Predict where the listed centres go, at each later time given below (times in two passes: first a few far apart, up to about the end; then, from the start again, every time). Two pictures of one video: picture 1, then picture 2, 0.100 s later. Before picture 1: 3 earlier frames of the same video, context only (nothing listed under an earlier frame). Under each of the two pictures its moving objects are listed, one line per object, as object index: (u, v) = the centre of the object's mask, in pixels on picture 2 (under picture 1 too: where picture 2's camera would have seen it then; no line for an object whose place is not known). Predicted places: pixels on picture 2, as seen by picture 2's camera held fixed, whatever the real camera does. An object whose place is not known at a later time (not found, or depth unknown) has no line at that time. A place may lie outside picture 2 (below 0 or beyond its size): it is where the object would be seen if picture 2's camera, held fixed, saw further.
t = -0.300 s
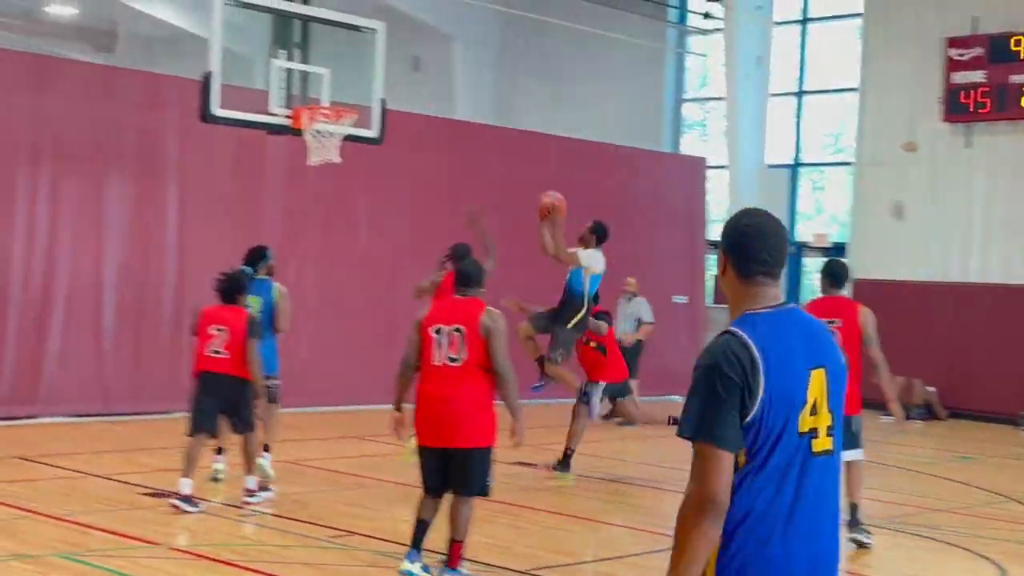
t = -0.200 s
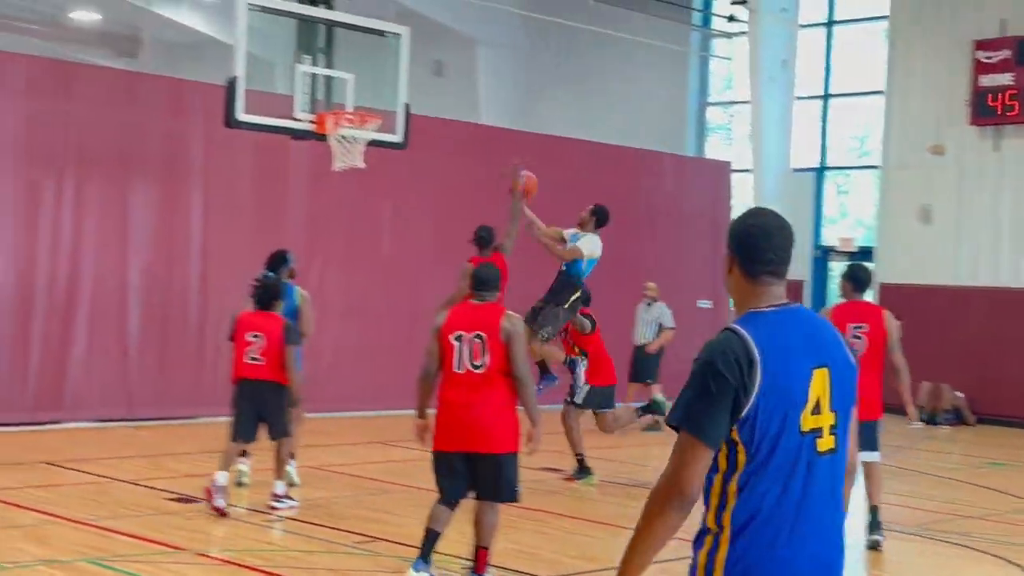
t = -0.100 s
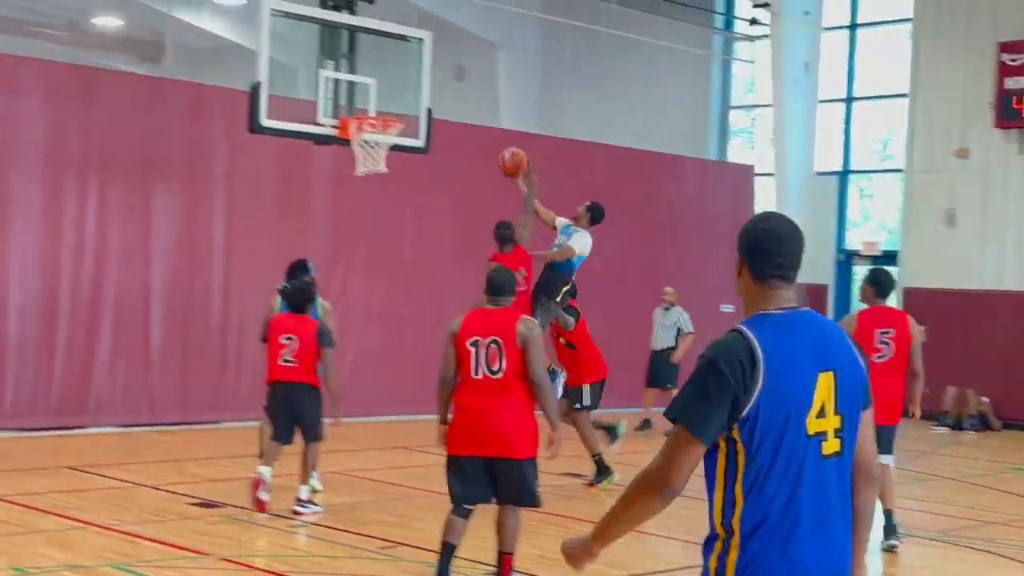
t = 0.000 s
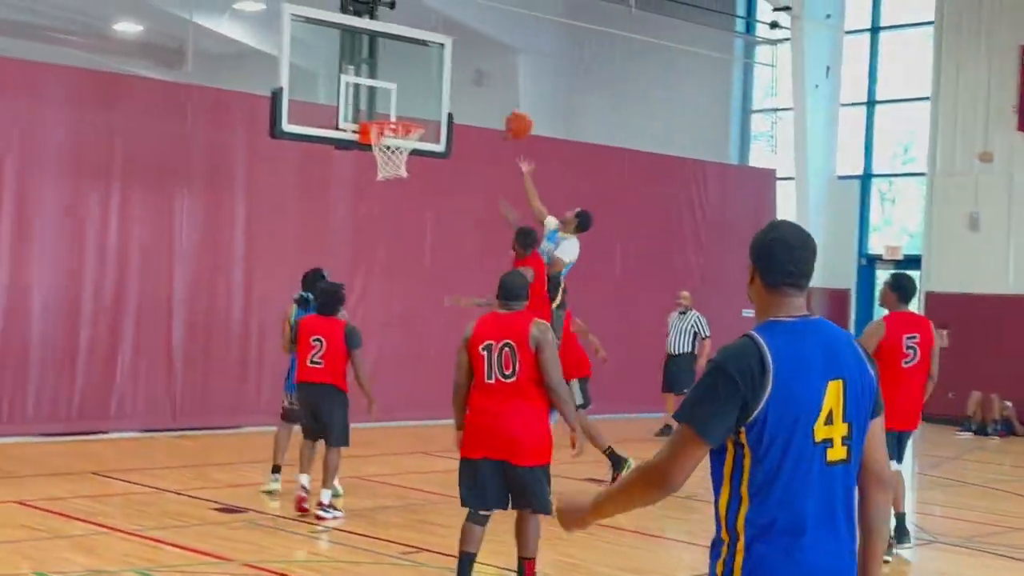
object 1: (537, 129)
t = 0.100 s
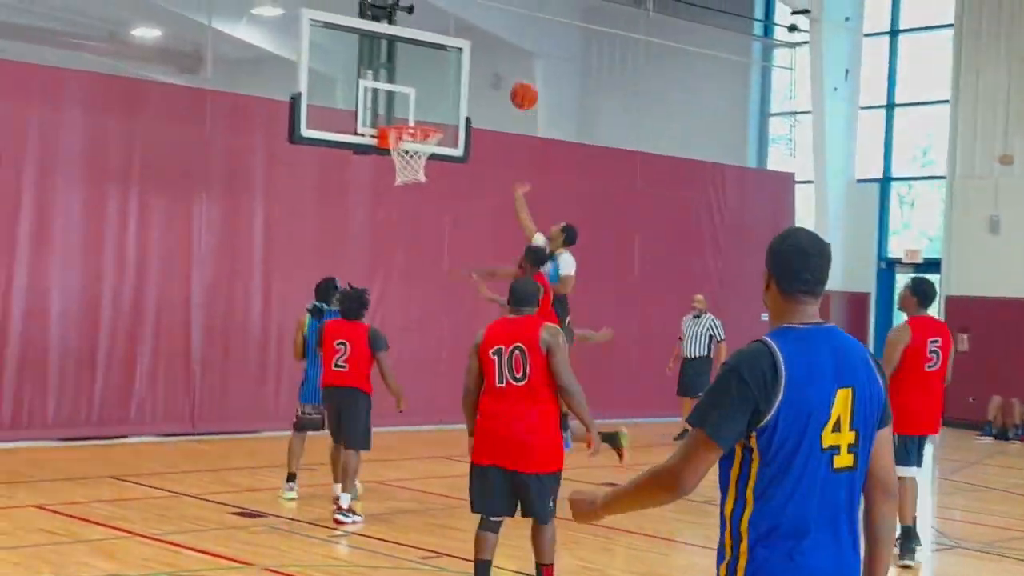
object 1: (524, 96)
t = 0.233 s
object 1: (506, 69)
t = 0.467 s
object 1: (472, 71)
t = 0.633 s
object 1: (447, 111)
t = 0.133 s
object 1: (519, 87)
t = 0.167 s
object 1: (515, 79)
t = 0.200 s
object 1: (510, 73)
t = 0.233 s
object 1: (506, 69)
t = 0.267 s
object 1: (501, 65)
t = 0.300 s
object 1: (496, 63)
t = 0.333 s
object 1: (492, 62)
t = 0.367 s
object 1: (487, 62)
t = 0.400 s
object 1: (482, 63)
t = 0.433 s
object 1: (477, 67)
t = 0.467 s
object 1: (472, 71)
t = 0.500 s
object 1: (467, 76)
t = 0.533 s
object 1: (462, 83)
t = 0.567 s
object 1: (457, 91)
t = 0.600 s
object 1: (452, 100)
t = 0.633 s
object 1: (447, 111)
